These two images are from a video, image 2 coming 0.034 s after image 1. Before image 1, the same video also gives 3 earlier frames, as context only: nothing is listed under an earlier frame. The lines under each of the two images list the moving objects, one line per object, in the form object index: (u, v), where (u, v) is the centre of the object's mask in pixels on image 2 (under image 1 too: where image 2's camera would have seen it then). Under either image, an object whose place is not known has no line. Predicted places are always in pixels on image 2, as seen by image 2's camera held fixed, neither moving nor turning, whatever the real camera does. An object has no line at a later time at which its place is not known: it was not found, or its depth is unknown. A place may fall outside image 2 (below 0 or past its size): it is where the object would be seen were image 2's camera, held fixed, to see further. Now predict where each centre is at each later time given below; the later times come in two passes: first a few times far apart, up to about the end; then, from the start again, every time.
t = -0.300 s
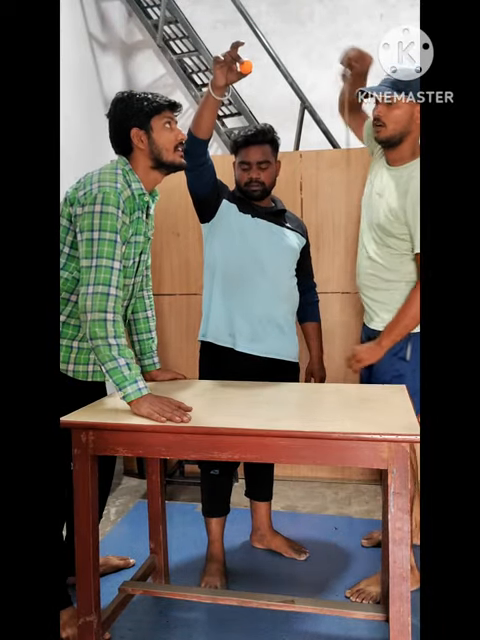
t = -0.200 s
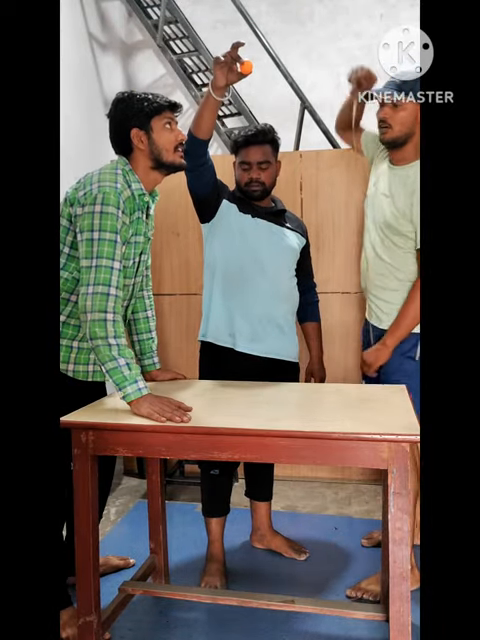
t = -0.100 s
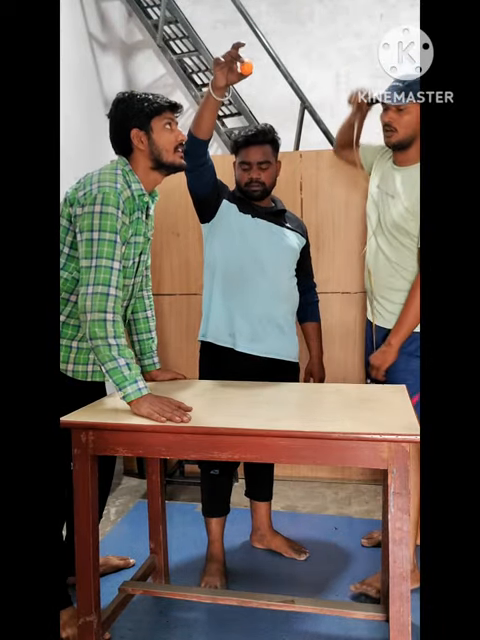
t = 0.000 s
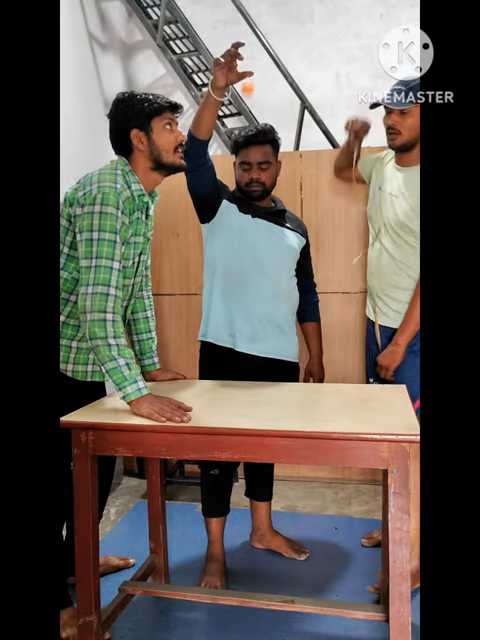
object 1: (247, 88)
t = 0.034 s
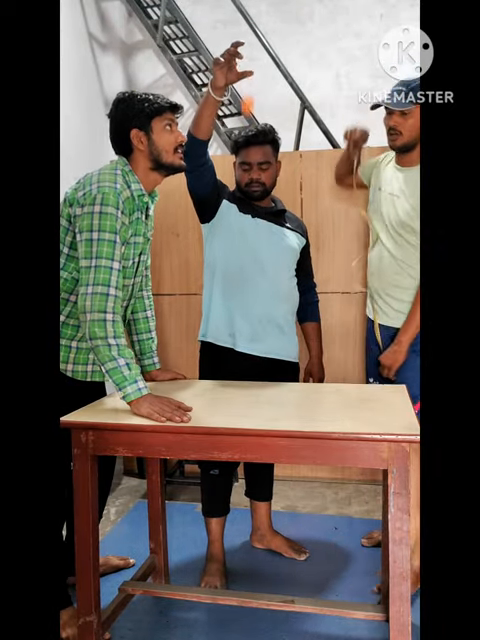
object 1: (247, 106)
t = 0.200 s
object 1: (250, 222)
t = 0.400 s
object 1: (252, 327)
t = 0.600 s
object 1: (255, 184)
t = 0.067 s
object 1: (248, 123)
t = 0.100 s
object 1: (248, 143)
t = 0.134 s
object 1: (249, 168)
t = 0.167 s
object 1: (249, 195)
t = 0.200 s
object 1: (250, 222)
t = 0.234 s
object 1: (250, 258)
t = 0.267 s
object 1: (251, 295)
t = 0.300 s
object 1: (252, 333)
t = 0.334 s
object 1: (253, 369)
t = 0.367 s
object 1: (253, 364)
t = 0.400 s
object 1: (252, 327)
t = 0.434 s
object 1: (253, 291)
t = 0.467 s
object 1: (253, 263)
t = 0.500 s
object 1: (254, 238)
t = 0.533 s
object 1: (254, 213)
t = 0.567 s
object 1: (254, 199)
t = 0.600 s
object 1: (255, 184)
